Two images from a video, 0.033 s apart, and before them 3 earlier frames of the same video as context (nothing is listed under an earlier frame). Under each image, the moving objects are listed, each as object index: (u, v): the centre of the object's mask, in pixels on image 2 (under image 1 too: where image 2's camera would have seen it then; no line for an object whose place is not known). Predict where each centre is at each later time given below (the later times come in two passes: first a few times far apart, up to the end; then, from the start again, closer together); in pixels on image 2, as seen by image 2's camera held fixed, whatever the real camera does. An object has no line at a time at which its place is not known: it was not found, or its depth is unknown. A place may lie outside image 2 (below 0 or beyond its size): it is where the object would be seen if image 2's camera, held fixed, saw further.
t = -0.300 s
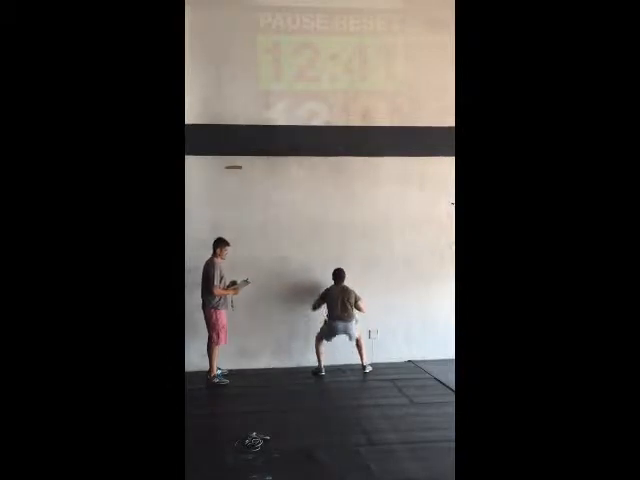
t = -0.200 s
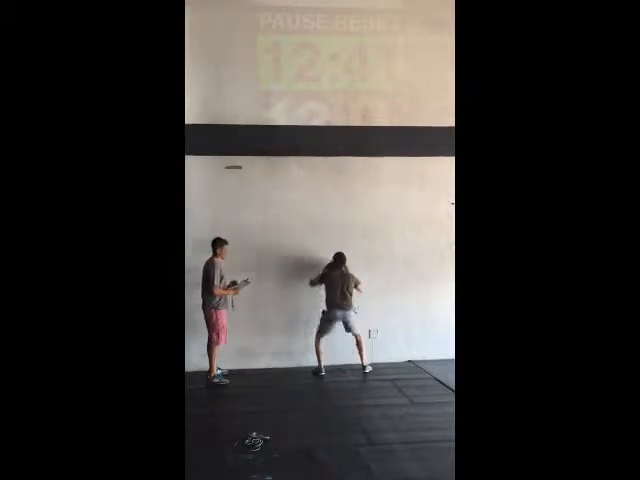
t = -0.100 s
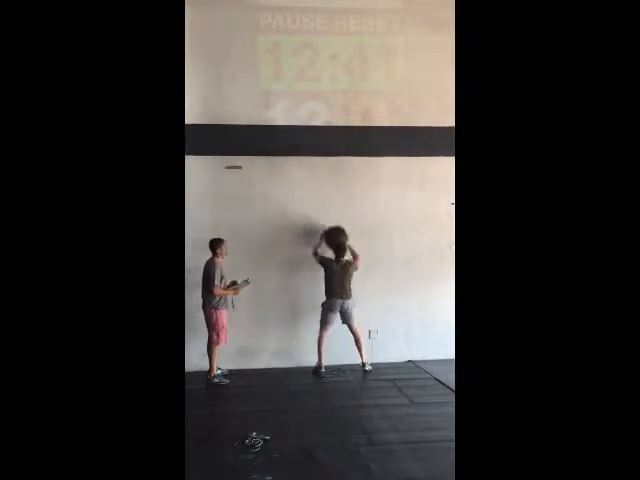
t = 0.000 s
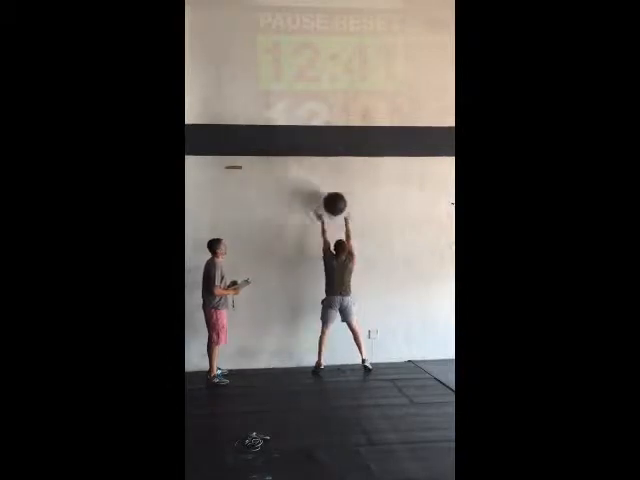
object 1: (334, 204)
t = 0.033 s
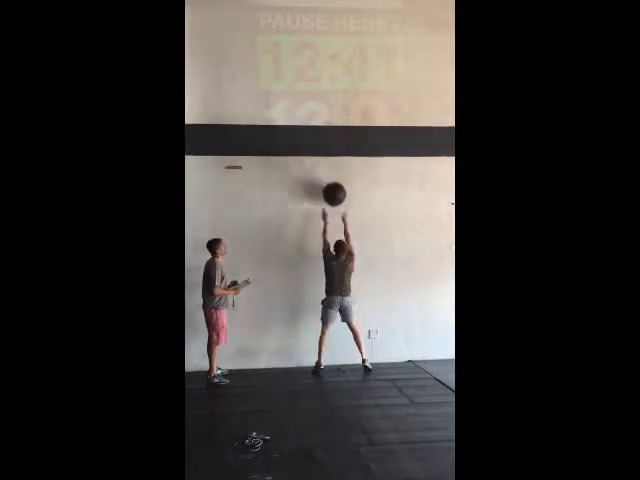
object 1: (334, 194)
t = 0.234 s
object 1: (332, 155)
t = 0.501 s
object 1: (329, 141)
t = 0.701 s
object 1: (332, 161)
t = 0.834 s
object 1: (333, 191)
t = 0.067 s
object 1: (334, 184)
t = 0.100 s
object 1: (333, 176)
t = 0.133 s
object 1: (333, 169)
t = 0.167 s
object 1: (333, 162)
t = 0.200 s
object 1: (332, 158)
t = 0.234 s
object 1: (332, 155)
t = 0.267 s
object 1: (330, 148)
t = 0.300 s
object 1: (330, 143)
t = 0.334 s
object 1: (328, 142)
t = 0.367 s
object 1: (329, 141)
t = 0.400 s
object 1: (329, 141)
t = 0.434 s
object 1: (329, 141)
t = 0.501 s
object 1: (329, 141)
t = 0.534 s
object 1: (330, 141)
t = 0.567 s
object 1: (329, 142)
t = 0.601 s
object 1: (332, 147)
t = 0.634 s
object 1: (331, 152)
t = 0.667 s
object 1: (331, 156)
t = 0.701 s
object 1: (332, 161)
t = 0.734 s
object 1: (332, 167)
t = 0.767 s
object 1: (332, 175)
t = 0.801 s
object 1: (333, 183)
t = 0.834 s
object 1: (333, 191)
